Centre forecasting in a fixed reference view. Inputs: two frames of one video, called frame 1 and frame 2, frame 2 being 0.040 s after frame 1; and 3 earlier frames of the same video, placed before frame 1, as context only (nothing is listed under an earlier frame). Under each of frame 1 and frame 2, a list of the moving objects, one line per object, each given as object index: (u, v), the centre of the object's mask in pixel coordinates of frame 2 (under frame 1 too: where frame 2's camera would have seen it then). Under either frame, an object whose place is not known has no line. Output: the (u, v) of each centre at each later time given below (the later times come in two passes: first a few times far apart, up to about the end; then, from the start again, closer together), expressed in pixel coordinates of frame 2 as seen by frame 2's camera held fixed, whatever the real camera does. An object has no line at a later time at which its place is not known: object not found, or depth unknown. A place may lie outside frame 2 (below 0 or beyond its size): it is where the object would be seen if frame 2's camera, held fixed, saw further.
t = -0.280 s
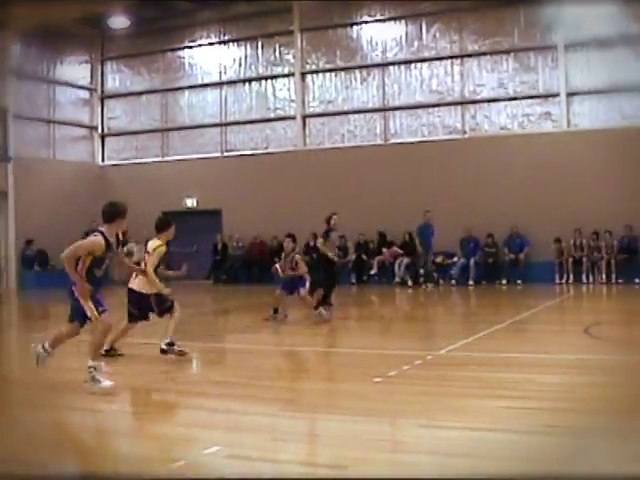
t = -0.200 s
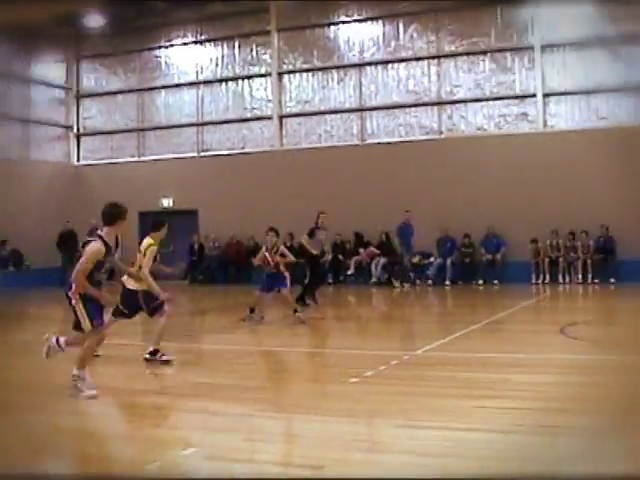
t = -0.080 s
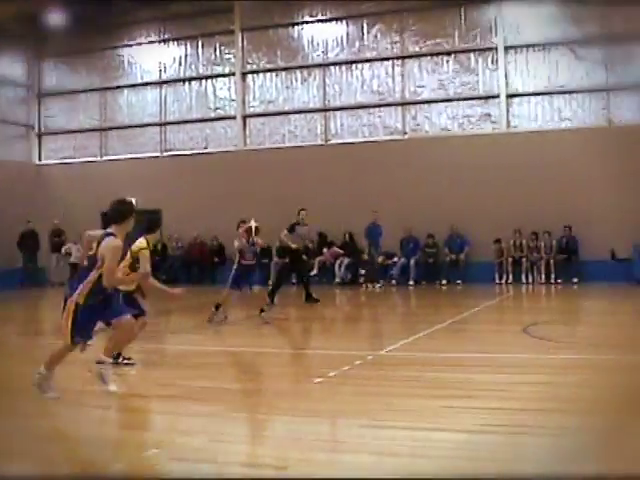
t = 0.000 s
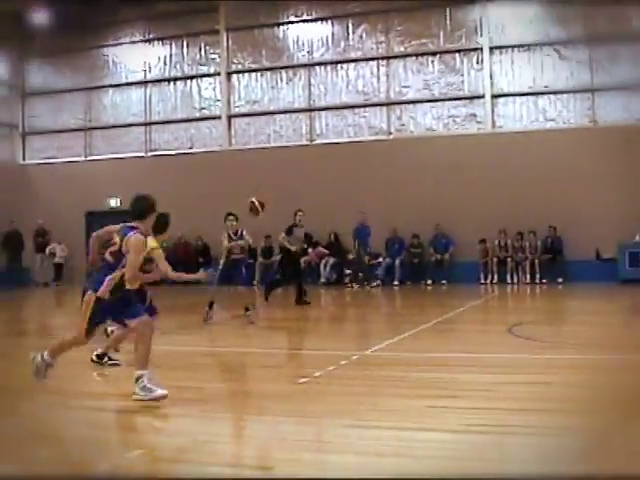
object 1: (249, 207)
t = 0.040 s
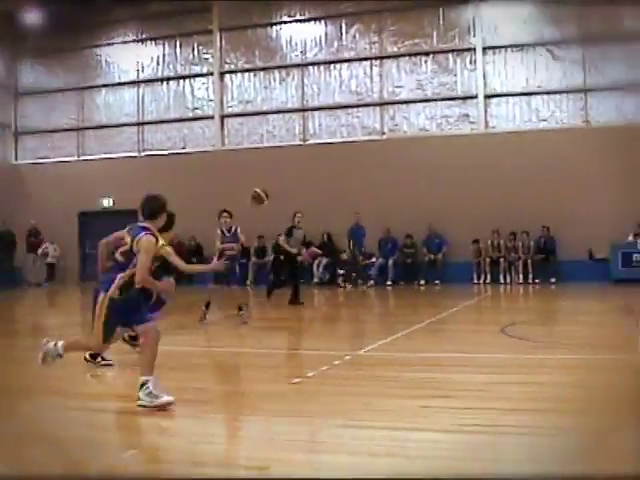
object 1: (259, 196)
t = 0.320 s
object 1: (350, 148)
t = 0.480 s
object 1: (428, 147)
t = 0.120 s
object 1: (280, 178)
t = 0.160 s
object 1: (293, 170)
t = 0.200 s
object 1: (305, 163)
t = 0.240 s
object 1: (319, 157)
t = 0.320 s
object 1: (350, 148)
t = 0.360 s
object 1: (368, 145)
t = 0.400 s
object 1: (387, 144)
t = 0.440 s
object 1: (407, 145)
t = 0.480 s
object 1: (428, 147)
